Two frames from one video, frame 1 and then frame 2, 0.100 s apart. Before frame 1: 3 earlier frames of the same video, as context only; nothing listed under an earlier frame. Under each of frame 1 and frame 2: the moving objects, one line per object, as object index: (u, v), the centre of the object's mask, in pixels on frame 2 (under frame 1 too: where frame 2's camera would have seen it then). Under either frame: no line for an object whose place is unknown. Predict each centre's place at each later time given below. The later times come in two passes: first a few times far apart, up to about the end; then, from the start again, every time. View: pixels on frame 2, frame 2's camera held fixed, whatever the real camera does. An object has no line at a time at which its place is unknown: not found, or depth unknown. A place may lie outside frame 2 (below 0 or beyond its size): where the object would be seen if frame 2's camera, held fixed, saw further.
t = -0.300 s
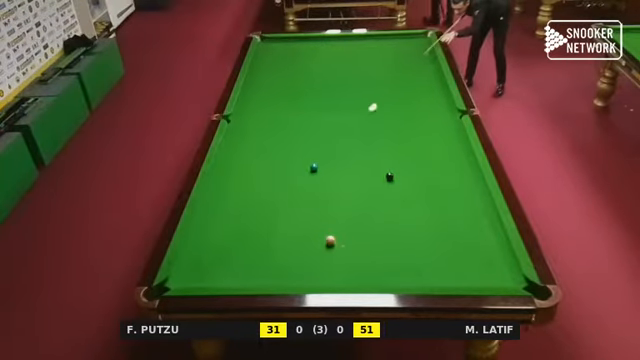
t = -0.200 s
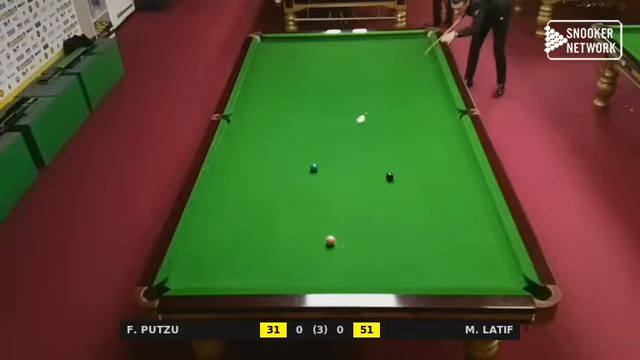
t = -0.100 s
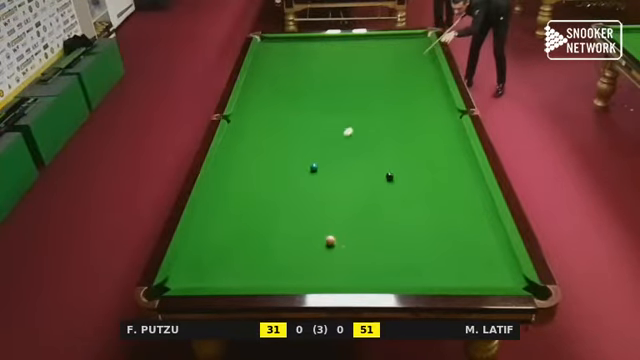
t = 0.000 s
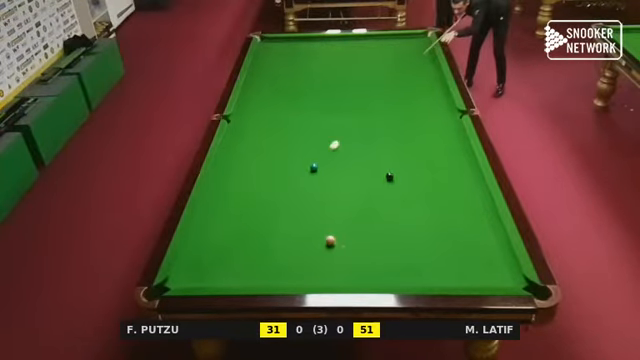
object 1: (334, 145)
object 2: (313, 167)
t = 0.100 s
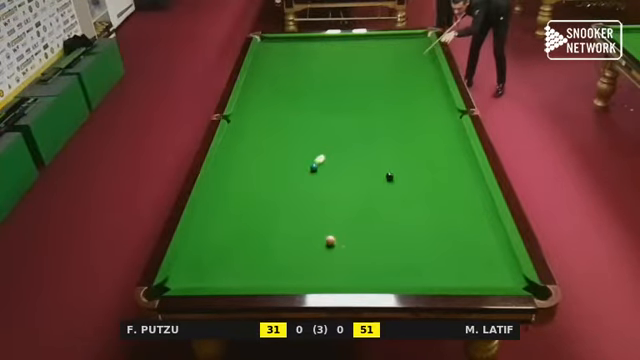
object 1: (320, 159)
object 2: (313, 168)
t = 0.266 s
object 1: (307, 164)
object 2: (300, 189)
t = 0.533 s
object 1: (286, 172)
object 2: (278, 223)
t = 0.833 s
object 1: (262, 182)
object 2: (249, 270)
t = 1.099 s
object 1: (241, 190)
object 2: (235, 263)
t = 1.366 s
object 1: (220, 199)
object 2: (230, 235)
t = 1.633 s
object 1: (200, 207)
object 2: (226, 211)
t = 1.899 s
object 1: (209, 212)
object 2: (223, 191)
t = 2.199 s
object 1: (218, 217)
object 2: (218, 171)
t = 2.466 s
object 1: (227, 222)
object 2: (220, 157)
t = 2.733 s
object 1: (234, 226)
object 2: (228, 145)
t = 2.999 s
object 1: (241, 230)
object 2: (234, 134)
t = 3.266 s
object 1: (247, 233)
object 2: (241, 125)
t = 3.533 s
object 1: (252, 236)
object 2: (246, 117)
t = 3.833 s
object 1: (256, 238)
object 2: (252, 108)
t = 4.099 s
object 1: (259, 240)
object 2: (257, 102)
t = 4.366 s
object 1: (261, 241)
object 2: (261, 96)
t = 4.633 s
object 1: (263, 242)
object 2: (264, 90)
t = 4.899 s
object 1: (263, 243)
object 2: (268, 85)
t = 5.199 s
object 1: (263, 243)
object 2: (271, 81)
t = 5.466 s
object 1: (263, 243)
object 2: (273, 77)
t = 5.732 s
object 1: (263, 243)
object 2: (276, 74)
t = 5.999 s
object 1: (263, 243)
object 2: (278, 72)
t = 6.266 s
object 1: (263, 243)
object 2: (280, 69)
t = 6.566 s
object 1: (263, 243)
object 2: (281, 67)
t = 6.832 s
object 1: (263, 243)
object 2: (282, 66)
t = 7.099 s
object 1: (263, 243)
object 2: (284, 65)
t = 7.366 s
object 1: (263, 243)
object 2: (284, 64)
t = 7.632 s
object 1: (263, 243)
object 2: (284, 63)
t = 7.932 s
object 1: (263, 243)
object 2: (285, 63)
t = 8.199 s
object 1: (263, 243)
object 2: (285, 63)
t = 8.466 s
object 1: (263, 243)
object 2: (285, 63)
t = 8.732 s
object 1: (263, 243)
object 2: (285, 63)
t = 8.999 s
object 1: (263, 243)
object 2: (285, 63)
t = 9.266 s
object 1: (263, 243)
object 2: (285, 63)
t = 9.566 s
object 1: (263, 243)
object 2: (285, 63)
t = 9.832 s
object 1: (263, 243)
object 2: (285, 63)
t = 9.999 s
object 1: (263, 243)
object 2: (285, 63)
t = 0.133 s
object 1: (316, 162)
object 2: (312, 170)
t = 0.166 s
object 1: (314, 163)
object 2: (309, 174)
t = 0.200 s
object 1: (311, 163)
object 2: (306, 178)
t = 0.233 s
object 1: (309, 163)
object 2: (303, 184)
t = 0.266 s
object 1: (307, 164)
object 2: (300, 189)
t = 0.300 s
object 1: (304, 165)
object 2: (297, 193)
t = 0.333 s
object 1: (302, 166)
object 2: (294, 198)
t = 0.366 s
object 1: (299, 167)
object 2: (292, 202)
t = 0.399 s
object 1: (296, 168)
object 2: (289, 206)
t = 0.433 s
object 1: (294, 169)
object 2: (286, 210)
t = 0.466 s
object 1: (291, 170)
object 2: (284, 214)
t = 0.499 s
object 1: (289, 171)
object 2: (281, 219)
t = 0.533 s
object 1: (286, 172)
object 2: (278, 223)
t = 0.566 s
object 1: (283, 173)
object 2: (275, 228)
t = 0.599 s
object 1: (281, 174)
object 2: (272, 233)
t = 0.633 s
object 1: (278, 176)
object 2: (269, 238)
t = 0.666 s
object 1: (275, 177)
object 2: (266, 243)
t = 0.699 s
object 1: (273, 178)
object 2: (262, 248)
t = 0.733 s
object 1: (270, 179)
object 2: (259, 254)
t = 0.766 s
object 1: (267, 180)
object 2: (256, 259)
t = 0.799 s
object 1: (265, 181)
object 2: (252, 264)
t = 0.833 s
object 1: (262, 182)
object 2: (249, 270)
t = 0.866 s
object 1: (260, 183)
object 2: (245, 275)
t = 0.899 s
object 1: (257, 184)
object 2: (242, 279)
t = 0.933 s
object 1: (254, 185)
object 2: (239, 282)
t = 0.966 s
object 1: (252, 186)
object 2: (238, 279)
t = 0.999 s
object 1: (249, 187)
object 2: (237, 275)
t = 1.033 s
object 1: (246, 188)
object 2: (236, 271)
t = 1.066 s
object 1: (244, 189)
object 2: (236, 267)
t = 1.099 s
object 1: (241, 190)
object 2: (235, 263)
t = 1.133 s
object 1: (238, 191)
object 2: (235, 259)
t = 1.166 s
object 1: (236, 193)
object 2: (234, 255)
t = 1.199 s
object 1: (233, 194)
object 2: (233, 252)
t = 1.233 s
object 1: (231, 195)
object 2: (233, 249)
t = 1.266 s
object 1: (228, 196)
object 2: (232, 245)
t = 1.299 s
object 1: (226, 197)
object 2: (232, 241)
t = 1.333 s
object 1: (223, 198)
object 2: (231, 239)
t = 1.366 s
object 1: (220, 199)
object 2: (230, 235)
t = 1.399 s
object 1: (218, 200)
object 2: (230, 232)
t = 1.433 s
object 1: (215, 201)
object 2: (230, 229)
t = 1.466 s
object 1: (213, 202)
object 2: (229, 226)
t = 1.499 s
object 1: (210, 203)
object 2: (228, 223)
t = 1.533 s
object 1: (207, 204)
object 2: (228, 219)
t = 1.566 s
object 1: (205, 205)
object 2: (228, 217)
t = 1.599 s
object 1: (203, 206)
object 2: (227, 214)
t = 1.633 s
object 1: (200, 207)
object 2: (226, 211)
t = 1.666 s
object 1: (201, 208)
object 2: (226, 208)
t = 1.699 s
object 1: (202, 208)
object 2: (225, 206)
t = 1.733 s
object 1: (203, 209)
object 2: (225, 203)
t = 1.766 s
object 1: (205, 210)
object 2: (224, 201)
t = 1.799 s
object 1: (206, 210)
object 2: (224, 198)
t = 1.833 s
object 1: (207, 211)
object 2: (224, 196)
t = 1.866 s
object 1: (208, 211)
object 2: (223, 193)
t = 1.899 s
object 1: (209, 212)
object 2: (223, 191)
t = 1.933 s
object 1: (210, 213)
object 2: (222, 189)
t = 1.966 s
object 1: (211, 213)
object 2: (222, 186)
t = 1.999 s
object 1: (212, 214)
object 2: (222, 183)
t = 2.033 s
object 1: (214, 215)
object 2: (221, 181)
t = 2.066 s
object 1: (214, 215)
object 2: (220, 179)
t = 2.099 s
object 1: (215, 216)
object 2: (220, 177)
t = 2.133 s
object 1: (216, 217)
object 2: (219, 175)
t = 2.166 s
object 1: (217, 217)
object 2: (219, 173)
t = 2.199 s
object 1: (218, 217)
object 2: (218, 171)
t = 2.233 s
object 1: (219, 218)
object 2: (218, 169)
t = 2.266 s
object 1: (220, 219)
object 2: (218, 167)
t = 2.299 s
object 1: (221, 219)
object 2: (218, 165)
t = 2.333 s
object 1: (223, 220)
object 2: (217, 163)
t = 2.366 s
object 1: (224, 220)
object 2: (217, 162)
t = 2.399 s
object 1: (225, 221)
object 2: (218, 160)
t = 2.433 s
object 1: (226, 221)
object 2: (219, 158)
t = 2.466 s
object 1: (227, 222)
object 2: (220, 157)
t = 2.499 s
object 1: (228, 222)
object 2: (221, 155)
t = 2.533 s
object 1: (229, 223)
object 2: (222, 153)
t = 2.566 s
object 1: (230, 223)
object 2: (223, 152)
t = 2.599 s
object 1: (231, 224)
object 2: (224, 150)
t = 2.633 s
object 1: (231, 224)
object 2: (225, 149)
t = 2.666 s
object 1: (233, 225)
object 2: (226, 147)
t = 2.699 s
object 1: (233, 225)
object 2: (227, 146)
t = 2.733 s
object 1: (234, 226)
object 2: (228, 145)
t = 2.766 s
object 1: (235, 226)
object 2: (229, 143)
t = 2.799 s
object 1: (236, 227)
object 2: (230, 142)
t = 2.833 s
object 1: (237, 227)
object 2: (230, 141)
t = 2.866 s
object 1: (238, 228)
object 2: (231, 139)
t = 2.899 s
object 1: (239, 228)
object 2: (232, 138)
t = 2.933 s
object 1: (239, 229)
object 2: (233, 137)
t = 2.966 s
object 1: (240, 229)
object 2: (234, 135)
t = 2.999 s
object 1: (241, 230)
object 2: (234, 134)
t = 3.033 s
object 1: (242, 230)
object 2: (236, 133)
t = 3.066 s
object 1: (242, 230)
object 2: (237, 132)
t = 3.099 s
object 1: (243, 231)
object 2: (237, 131)
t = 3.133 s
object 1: (244, 231)
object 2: (238, 129)
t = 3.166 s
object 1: (245, 232)
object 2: (239, 129)
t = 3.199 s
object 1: (246, 232)
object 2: (240, 127)
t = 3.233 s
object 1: (246, 232)
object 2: (241, 126)
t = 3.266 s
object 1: (247, 233)
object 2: (241, 125)
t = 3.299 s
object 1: (247, 233)
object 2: (242, 124)
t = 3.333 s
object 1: (248, 234)
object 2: (243, 123)
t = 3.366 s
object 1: (249, 234)
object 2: (243, 122)
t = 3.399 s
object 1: (249, 234)
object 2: (244, 121)
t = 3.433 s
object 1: (250, 235)
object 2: (245, 120)
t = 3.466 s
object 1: (250, 235)
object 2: (245, 119)
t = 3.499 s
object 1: (251, 235)
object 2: (246, 118)
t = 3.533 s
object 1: (252, 236)
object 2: (246, 117)
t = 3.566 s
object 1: (252, 236)
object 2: (248, 115)
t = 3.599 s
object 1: (253, 236)
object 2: (248, 114)
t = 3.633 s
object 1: (253, 237)
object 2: (249, 114)
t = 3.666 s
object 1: (254, 237)
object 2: (250, 112)
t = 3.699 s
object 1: (254, 237)
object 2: (250, 111)
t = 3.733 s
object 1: (255, 237)
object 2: (251, 110)
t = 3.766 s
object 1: (255, 237)
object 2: (251, 110)
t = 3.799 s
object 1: (256, 238)
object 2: (252, 110)
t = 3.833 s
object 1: (256, 238)
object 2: (252, 108)
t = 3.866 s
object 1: (257, 238)
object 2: (253, 108)
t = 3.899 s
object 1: (257, 239)
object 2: (253, 107)
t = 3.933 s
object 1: (257, 239)
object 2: (254, 106)
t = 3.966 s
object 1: (258, 239)
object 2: (254, 105)
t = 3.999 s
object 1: (258, 239)
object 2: (256, 104)
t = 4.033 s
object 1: (259, 239)
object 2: (256, 103)
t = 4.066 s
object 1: (259, 240)
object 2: (256, 103)
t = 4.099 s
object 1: (259, 240)
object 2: (257, 102)
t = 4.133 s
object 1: (260, 240)
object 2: (257, 101)
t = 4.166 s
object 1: (260, 240)
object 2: (258, 100)
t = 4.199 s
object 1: (260, 241)
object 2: (258, 99)
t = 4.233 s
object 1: (260, 241)
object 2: (259, 99)
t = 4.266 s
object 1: (261, 241)
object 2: (259, 97)
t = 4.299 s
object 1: (261, 241)
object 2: (260, 97)
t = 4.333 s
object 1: (261, 241)
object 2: (260, 96)
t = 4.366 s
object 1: (261, 241)
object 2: (261, 96)
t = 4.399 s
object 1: (262, 241)
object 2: (261, 95)
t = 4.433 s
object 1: (262, 242)
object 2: (261, 94)
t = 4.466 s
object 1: (262, 242)
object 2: (262, 94)
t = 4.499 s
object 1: (262, 242)
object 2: (262, 93)
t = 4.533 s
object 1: (262, 242)
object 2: (263, 92)
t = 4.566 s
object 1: (262, 242)
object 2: (263, 92)
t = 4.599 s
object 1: (262, 242)
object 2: (263, 91)
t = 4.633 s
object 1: (263, 242)
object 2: (264, 90)
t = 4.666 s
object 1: (263, 243)
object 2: (264, 90)
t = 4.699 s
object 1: (263, 243)
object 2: (265, 89)
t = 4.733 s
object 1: (263, 243)
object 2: (266, 89)
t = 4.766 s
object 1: (263, 243)
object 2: (266, 88)
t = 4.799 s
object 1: (263, 243)
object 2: (266, 88)
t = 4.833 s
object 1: (263, 243)
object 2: (267, 87)
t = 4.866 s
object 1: (263, 243)
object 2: (267, 86)
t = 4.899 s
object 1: (263, 243)
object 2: (268, 85)
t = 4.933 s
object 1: (263, 243)
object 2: (268, 85)
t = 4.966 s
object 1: (263, 243)
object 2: (268, 85)
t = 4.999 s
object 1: (263, 243)
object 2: (269, 84)
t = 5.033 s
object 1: (263, 243)
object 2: (269, 84)
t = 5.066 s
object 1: (263, 243)
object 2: (269, 83)
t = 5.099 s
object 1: (263, 243)
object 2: (270, 82)
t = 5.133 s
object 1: (263, 243)
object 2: (270, 82)
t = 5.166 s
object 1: (263, 243)
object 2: (270, 82)
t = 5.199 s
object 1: (263, 243)
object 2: (271, 81)
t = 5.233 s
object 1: (263, 243)
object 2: (271, 81)
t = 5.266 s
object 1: (263, 243)
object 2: (271, 80)
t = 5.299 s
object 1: (263, 243)
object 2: (272, 80)
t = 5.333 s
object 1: (263, 243)
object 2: (272, 79)
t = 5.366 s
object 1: (263, 243)
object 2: (272, 79)
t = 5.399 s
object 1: (263, 243)
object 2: (273, 78)
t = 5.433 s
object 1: (263, 243)
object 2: (273, 78)
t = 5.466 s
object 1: (263, 243)
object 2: (273, 77)
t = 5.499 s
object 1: (263, 243)
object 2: (274, 77)
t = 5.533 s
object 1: (263, 243)
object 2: (274, 77)
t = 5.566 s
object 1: (263, 243)
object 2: (274, 76)
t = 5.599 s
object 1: (263, 243)
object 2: (274, 76)
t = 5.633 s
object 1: (263, 243)
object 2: (275, 75)
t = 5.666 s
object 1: (263, 243)
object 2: (275, 75)
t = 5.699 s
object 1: (263, 243)
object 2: (275, 75)
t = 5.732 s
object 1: (263, 243)
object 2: (276, 74)
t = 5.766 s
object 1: (263, 243)
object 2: (276, 74)
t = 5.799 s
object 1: (263, 243)
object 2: (276, 74)
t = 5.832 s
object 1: (263, 243)
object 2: (276, 74)
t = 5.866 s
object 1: (263, 243)
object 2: (277, 73)
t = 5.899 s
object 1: (263, 243)
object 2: (277, 73)
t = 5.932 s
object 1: (263, 243)
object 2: (277, 73)
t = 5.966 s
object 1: (263, 243)
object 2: (277, 72)
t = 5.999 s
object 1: (263, 243)
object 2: (278, 72)
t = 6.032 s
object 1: (263, 243)
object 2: (278, 71)
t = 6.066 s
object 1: (263, 243)
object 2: (278, 71)
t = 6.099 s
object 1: (263, 243)
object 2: (278, 70)
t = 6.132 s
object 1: (263, 243)
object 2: (279, 70)
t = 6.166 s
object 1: (263, 243)
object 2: (279, 70)
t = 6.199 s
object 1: (263, 243)
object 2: (279, 70)
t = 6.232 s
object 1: (263, 243)
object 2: (279, 70)
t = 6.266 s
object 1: (263, 243)
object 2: (280, 69)
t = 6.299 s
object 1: (263, 243)
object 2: (280, 69)
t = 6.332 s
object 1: (263, 243)
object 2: (280, 69)
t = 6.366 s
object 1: (263, 243)
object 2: (280, 69)
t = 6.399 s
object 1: (263, 243)
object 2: (280, 68)
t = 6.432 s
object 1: (263, 243)
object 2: (281, 68)
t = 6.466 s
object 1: (263, 243)
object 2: (281, 68)
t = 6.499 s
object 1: (263, 243)
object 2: (281, 68)
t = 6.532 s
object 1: (263, 243)
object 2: (281, 68)
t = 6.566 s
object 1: (263, 243)
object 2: (281, 67)
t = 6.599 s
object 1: (263, 243)
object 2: (281, 67)
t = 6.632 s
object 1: (263, 243)
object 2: (282, 67)
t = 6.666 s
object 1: (263, 243)
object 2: (282, 67)
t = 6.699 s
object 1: (263, 243)
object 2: (282, 67)
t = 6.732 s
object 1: (263, 243)
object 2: (282, 67)
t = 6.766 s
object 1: (263, 243)
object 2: (282, 66)
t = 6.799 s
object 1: (263, 243)
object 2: (282, 66)
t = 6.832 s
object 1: (263, 243)
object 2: (282, 66)
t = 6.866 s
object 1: (263, 243)
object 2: (283, 66)
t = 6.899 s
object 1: (263, 243)
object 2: (283, 66)
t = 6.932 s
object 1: (263, 243)
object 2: (283, 65)
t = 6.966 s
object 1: (263, 243)
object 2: (283, 65)
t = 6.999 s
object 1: (263, 243)
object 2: (283, 65)
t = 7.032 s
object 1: (263, 243)
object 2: (284, 65)
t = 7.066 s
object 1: (263, 243)
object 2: (284, 65)
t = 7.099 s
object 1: (263, 243)
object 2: (284, 65)
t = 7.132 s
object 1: (263, 243)
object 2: (284, 65)
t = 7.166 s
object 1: (263, 243)
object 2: (284, 65)
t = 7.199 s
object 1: (263, 243)
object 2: (284, 65)
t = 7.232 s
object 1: (263, 243)
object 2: (284, 65)
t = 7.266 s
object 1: (263, 243)
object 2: (284, 65)
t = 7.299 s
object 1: (263, 243)
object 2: (284, 64)
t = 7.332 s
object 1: (263, 243)
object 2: (284, 64)
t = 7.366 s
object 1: (263, 243)
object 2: (284, 64)
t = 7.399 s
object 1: (263, 243)
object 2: (284, 64)
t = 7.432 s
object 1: (263, 243)
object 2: (284, 64)
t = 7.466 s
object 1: (263, 243)
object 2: (284, 64)
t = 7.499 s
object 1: (263, 243)
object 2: (284, 64)
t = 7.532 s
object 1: (263, 243)
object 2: (284, 64)
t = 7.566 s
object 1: (263, 243)
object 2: (284, 64)
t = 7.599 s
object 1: (263, 243)
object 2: (284, 64)
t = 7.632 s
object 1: (263, 243)
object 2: (284, 63)
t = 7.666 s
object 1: (263, 243)
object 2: (284, 63)
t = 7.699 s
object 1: (263, 243)
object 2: (285, 63)
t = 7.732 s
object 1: (263, 243)
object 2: (285, 63)
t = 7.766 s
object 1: (263, 243)
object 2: (285, 63)
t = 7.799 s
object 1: (263, 243)
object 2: (285, 63)
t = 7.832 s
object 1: (263, 243)
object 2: (285, 63)
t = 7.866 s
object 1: (263, 243)
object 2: (285, 63)
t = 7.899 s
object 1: (263, 243)
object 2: (285, 63)
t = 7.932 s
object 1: (263, 243)
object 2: (285, 63)
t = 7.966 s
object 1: (263, 243)
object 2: (285, 63)
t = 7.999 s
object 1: (263, 243)
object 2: (285, 63)
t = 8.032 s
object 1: (263, 243)
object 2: (285, 63)
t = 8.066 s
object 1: (263, 243)
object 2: (285, 63)
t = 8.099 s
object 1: (263, 243)
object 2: (285, 63)
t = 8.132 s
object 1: (263, 243)
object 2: (285, 63)
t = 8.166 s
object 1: (263, 243)
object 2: (285, 63)
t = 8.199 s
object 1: (263, 243)
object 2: (285, 63)
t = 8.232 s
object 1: (263, 243)
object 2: (285, 63)
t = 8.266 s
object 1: (263, 243)
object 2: (285, 63)
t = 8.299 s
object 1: (263, 243)
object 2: (285, 63)
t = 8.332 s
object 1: (263, 243)
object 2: (285, 63)
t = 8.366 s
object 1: (263, 243)
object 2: (285, 63)
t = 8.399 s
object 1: (263, 243)
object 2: (285, 63)
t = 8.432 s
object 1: (263, 243)
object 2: (285, 63)
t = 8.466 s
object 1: (263, 243)
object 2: (285, 63)
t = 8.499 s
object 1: (263, 243)
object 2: (285, 63)
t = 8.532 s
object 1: (263, 243)
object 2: (285, 63)
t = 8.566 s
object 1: (263, 243)
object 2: (285, 63)
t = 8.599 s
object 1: (263, 243)
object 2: (285, 63)
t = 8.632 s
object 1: (263, 243)
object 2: (285, 63)
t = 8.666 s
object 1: (263, 243)
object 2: (285, 63)
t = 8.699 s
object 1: (263, 243)
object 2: (285, 63)
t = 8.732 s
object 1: (263, 243)
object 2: (285, 63)
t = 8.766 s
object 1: (263, 243)
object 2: (285, 63)
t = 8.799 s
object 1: (263, 243)
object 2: (285, 63)
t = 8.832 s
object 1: (263, 243)
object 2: (285, 63)
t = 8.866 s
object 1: (263, 243)
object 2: (285, 63)
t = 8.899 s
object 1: (263, 243)
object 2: (285, 63)
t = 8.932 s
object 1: (263, 243)
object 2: (285, 63)
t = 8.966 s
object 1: (263, 243)
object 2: (285, 63)
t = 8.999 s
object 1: (263, 243)
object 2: (285, 63)
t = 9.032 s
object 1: (263, 243)
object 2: (285, 63)
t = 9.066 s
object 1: (263, 243)
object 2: (285, 63)
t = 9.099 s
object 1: (263, 243)
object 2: (285, 63)
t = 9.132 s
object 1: (263, 243)
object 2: (285, 63)
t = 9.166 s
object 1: (263, 243)
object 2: (285, 63)
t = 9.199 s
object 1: (263, 243)
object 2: (285, 63)
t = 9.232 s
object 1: (263, 243)
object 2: (285, 63)
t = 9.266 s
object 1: (263, 243)
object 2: (285, 63)
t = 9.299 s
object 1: (263, 243)
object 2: (285, 63)
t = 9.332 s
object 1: (263, 243)
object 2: (285, 63)
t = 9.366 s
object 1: (263, 243)
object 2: (285, 63)
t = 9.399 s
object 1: (263, 243)
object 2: (285, 63)
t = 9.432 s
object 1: (263, 243)
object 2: (285, 63)
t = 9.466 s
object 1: (263, 243)
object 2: (285, 63)
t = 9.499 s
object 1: (263, 243)
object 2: (285, 63)
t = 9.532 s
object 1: (263, 243)
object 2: (285, 63)
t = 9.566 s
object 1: (263, 243)
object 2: (285, 63)
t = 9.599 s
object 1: (263, 243)
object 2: (285, 63)
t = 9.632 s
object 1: (263, 243)
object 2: (285, 63)
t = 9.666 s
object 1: (263, 243)
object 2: (285, 63)
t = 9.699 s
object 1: (263, 243)
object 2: (285, 63)
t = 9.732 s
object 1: (263, 243)
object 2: (285, 63)
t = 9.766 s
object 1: (263, 243)
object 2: (285, 63)
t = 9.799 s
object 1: (263, 243)
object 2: (285, 63)
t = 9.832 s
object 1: (263, 243)
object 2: (285, 63)
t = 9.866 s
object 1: (263, 243)
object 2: (285, 63)
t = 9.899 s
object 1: (263, 243)
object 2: (285, 63)
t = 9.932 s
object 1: (263, 243)
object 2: (285, 63)
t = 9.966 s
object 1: (263, 243)
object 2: (285, 63)
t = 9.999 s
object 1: (263, 243)
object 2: (285, 63)
